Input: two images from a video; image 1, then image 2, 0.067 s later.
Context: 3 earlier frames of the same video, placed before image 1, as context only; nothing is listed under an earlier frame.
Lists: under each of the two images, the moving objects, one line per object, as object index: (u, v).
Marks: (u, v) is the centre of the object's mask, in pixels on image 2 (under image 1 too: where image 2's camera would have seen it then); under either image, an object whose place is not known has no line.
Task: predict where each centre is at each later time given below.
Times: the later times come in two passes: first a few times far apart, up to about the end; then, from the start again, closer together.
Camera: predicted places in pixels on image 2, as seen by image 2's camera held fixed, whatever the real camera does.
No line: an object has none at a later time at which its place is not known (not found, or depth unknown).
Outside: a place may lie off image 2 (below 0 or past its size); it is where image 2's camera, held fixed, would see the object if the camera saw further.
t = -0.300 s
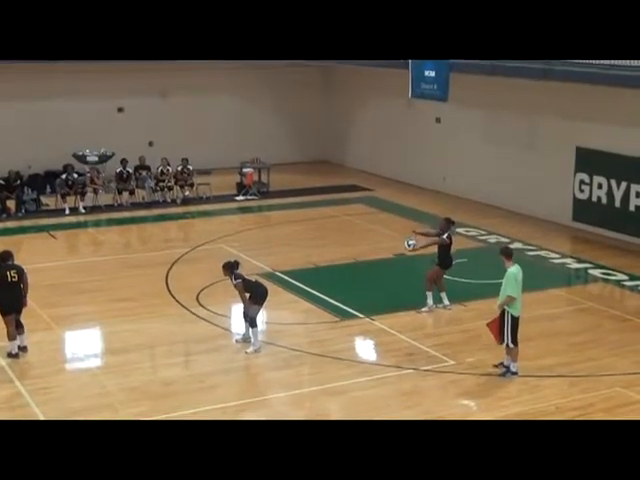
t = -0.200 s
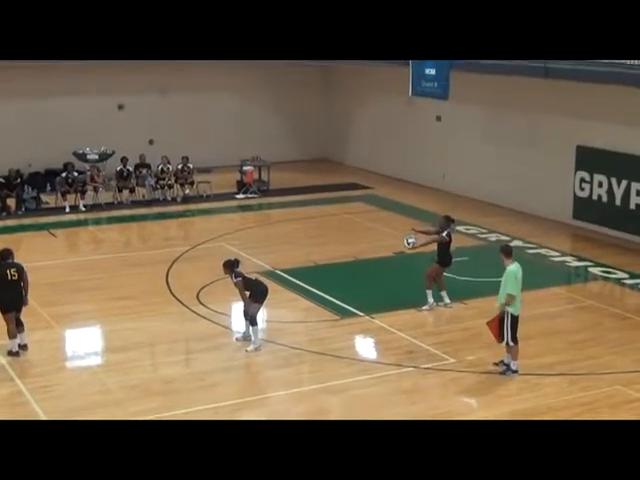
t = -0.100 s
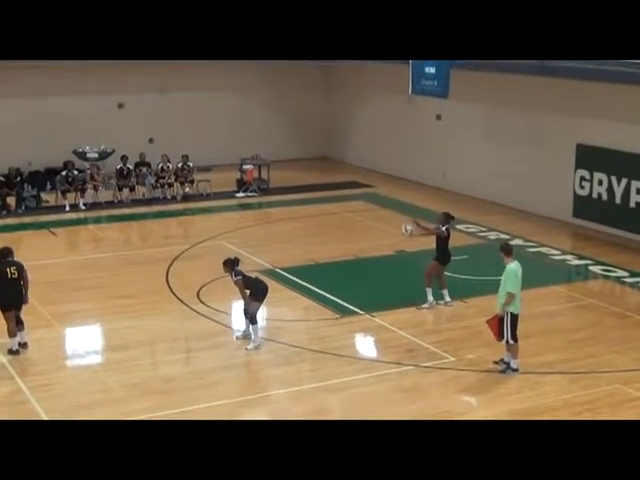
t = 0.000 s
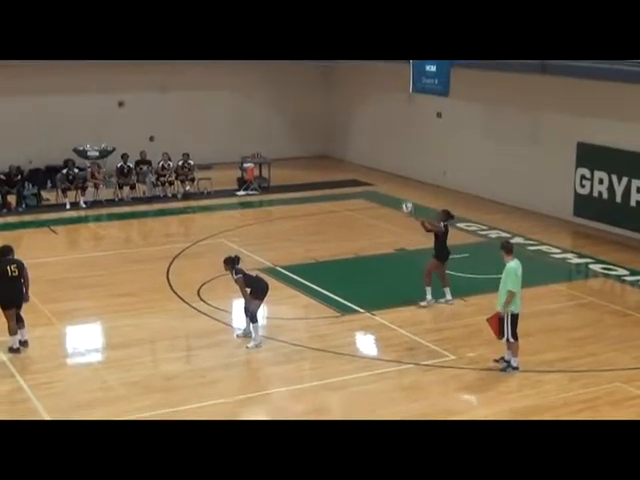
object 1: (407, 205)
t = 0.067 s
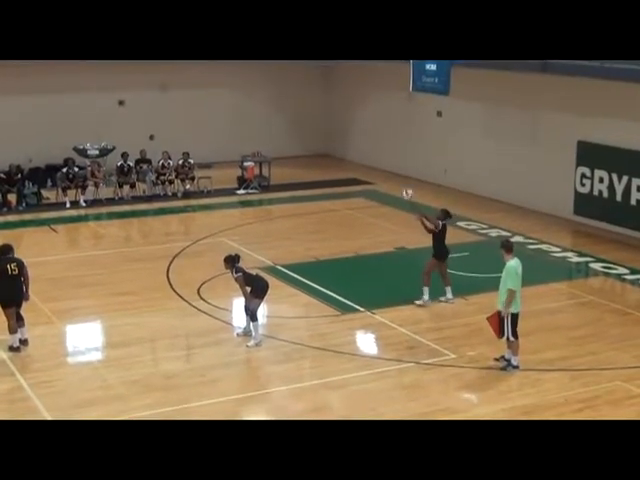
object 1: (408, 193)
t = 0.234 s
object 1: (406, 175)
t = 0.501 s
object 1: (406, 176)
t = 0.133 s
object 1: (408, 184)
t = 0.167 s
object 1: (408, 180)
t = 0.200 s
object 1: (407, 177)
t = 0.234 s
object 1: (406, 175)
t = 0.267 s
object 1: (406, 173)
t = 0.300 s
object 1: (406, 171)
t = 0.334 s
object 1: (406, 171)
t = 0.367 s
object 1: (407, 171)
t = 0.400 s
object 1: (407, 171)
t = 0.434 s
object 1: (406, 172)
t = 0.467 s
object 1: (406, 174)
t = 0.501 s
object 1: (406, 176)
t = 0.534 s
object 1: (406, 179)
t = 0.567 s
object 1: (406, 182)
